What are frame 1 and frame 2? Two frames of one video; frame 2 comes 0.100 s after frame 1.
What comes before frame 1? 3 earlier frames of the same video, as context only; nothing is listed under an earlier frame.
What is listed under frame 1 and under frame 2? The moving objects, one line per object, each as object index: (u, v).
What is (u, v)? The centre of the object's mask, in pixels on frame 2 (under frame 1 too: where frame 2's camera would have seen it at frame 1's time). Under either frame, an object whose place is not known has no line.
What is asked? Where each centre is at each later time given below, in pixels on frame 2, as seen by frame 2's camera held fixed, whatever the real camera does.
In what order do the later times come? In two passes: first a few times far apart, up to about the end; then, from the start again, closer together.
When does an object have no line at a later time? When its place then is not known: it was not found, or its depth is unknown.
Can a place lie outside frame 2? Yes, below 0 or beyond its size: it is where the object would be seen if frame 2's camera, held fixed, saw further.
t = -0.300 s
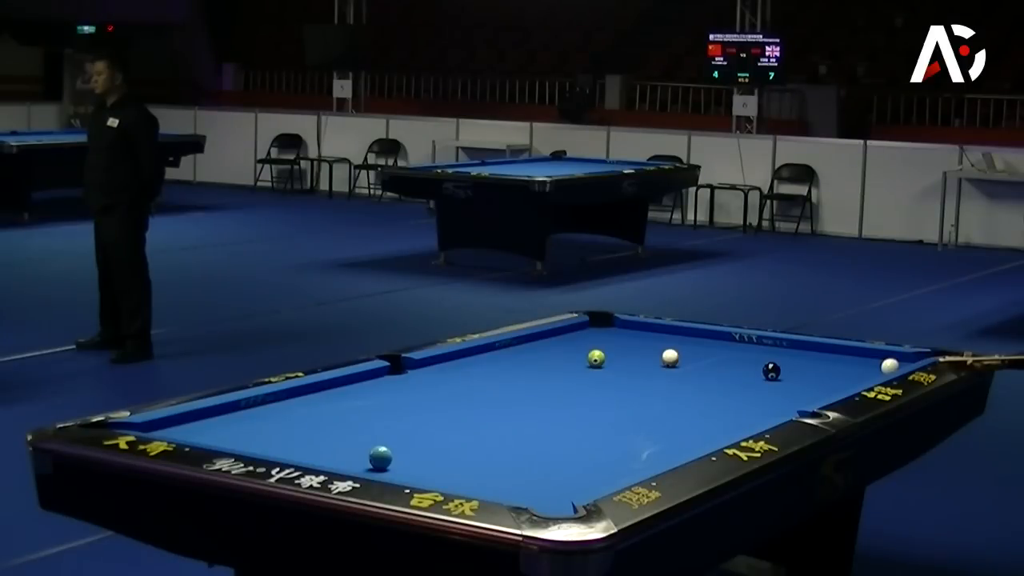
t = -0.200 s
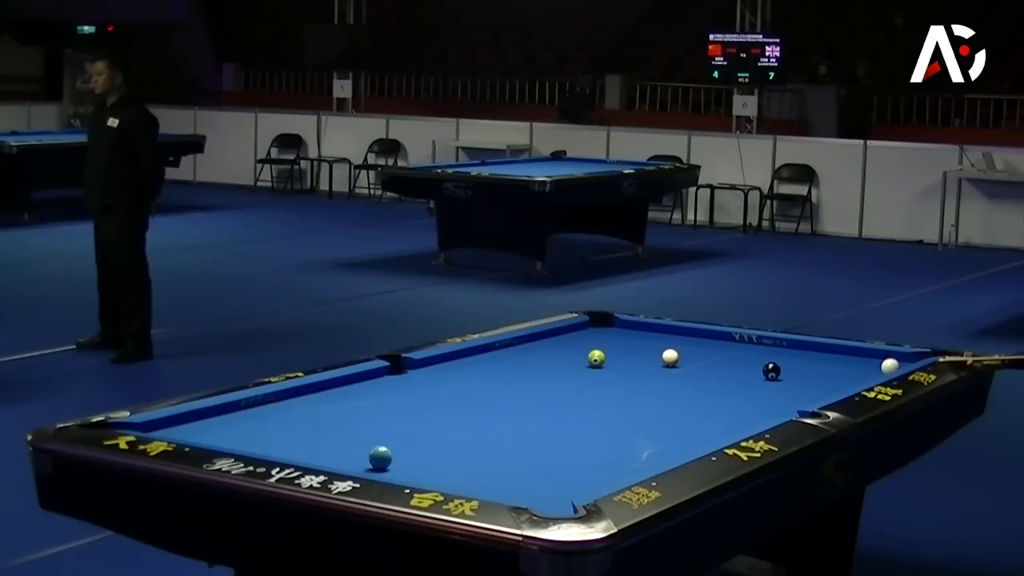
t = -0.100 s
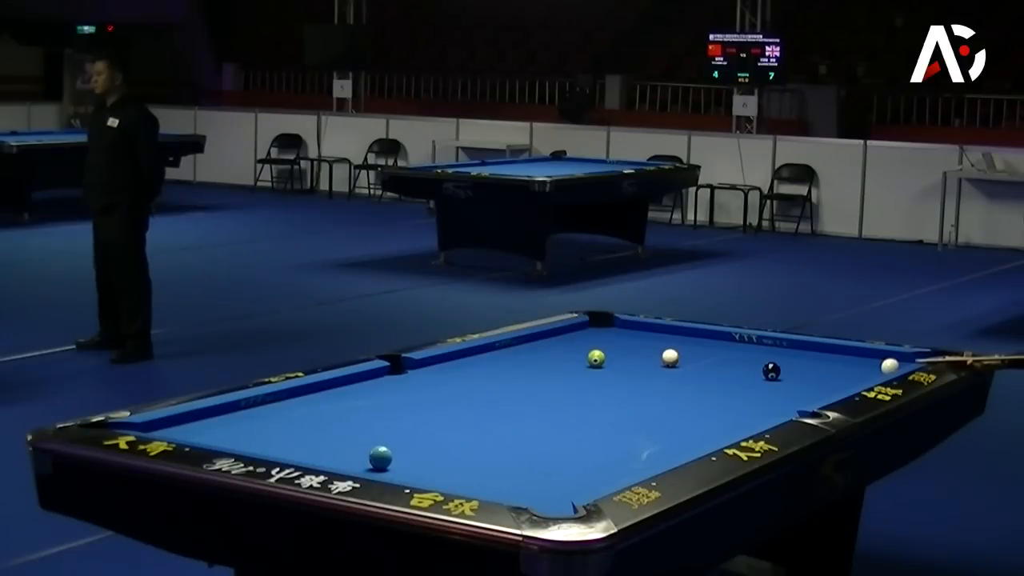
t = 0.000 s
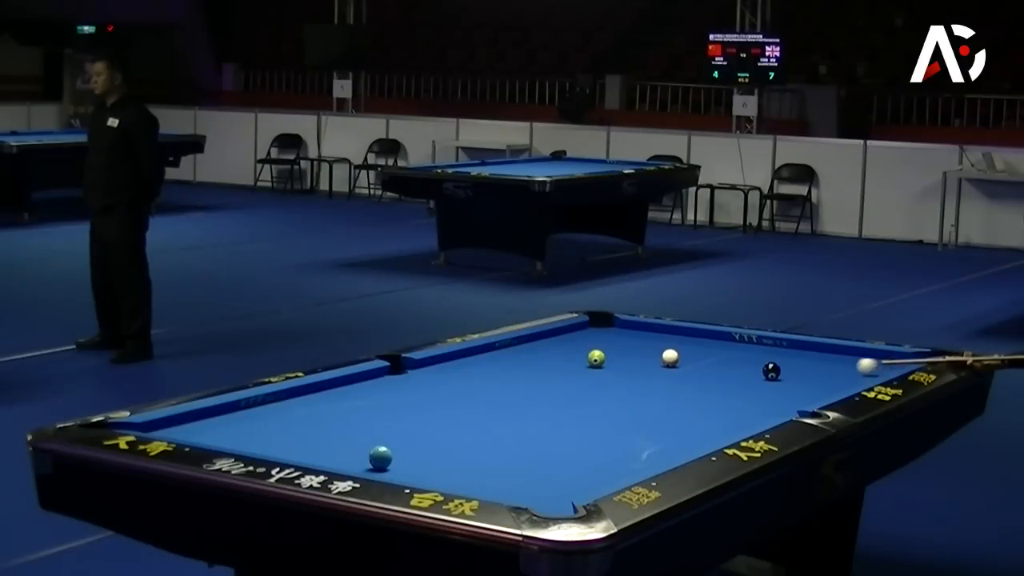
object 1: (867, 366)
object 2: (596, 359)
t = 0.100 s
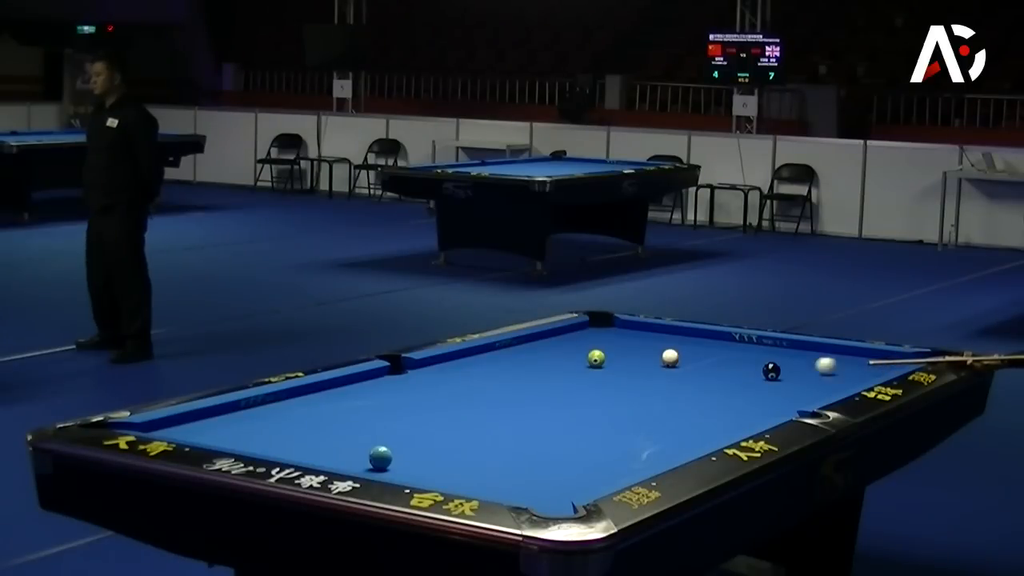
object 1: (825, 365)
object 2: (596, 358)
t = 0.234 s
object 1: (770, 360)
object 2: (596, 358)
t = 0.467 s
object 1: (677, 363)
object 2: (596, 358)
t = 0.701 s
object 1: (597, 363)
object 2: (581, 356)
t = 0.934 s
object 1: (545, 367)
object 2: (546, 349)
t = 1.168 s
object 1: (491, 371)
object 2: (514, 345)
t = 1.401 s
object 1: (436, 376)
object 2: (518, 345)
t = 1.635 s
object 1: (382, 380)
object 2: (538, 347)
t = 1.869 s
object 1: (327, 385)
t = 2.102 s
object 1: (311, 393)
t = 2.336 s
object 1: (296, 401)
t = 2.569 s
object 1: (280, 410)
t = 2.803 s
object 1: (264, 418)
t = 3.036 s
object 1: (247, 427)
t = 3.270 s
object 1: (231, 435)
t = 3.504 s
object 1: (215, 440)
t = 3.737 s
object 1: (226, 440)
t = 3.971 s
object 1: (249, 441)
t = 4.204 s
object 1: (269, 440)
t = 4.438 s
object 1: (288, 439)
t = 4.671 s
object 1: (305, 437)
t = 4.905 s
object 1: (320, 435)
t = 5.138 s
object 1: (333, 434)
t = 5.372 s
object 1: (345, 433)
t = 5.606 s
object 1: (356, 432)
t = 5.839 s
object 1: (364, 431)
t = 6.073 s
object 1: (371, 431)
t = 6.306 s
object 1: (376, 430)
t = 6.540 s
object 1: (380, 430)
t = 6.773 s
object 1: (382, 430)
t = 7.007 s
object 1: (382, 429)
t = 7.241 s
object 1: (382, 429)
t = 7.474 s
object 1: (382, 429)
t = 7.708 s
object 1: (382, 429)
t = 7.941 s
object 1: (382, 429)
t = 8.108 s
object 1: (381, 429)
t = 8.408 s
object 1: (383, 428)
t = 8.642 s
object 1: (383, 429)
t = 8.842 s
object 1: (383, 429)
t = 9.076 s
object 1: (382, 429)
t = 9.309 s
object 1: (382, 429)
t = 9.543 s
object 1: (382, 429)
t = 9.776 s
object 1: (382, 429)
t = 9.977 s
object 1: (382, 429)
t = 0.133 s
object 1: (812, 365)
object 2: (596, 358)
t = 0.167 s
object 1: (798, 365)
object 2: (596, 358)
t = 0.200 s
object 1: (786, 364)
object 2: (596, 358)
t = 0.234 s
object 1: (770, 360)
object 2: (596, 358)
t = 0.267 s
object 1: (756, 363)
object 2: (596, 358)
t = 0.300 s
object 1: (744, 364)
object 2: (596, 358)
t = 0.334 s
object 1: (730, 364)
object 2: (596, 358)
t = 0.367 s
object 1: (716, 363)
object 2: (596, 358)
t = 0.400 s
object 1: (703, 363)
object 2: (596, 358)
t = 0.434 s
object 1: (690, 363)
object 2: (596, 358)
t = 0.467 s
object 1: (677, 363)
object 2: (596, 358)
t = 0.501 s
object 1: (662, 363)
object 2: (596, 358)
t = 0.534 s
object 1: (650, 362)
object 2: (596, 358)
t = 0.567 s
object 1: (636, 361)
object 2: (596, 358)
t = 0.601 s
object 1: (623, 361)
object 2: (596, 358)
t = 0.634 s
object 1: (610, 361)
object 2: (594, 358)
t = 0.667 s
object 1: (604, 362)
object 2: (588, 357)
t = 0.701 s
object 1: (597, 363)
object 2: (581, 356)
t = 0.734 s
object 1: (590, 364)
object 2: (575, 355)
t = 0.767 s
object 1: (583, 364)
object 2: (570, 354)
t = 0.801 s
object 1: (575, 365)
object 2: (565, 353)
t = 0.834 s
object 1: (568, 365)
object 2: (560, 351)
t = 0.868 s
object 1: (560, 366)
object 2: (555, 351)
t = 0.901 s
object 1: (552, 367)
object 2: (551, 350)
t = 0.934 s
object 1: (545, 367)
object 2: (546, 349)
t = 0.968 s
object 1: (537, 368)
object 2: (542, 349)
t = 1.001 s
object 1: (530, 368)
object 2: (537, 349)
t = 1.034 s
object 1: (522, 369)
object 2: (532, 348)
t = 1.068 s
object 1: (514, 370)
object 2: (527, 347)
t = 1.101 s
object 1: (506, 370)
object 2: (523, 347)
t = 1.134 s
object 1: (498, 371)
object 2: (519, 346)
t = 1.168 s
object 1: (491, 371)
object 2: (514, 345)
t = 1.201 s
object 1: (483, 372)
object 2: (510, 344)
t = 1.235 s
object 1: (475, 373)
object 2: (505, 344)
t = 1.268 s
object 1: (467, 374)
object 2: (505, 344)
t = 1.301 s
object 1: (460, 374)
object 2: (509, 344)
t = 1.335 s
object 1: (452, 375)
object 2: (512, 344)
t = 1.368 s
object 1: (444, 375)
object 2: (515, 344)
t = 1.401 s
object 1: (436, 376)
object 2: (518, 345)
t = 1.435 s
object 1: (429, 376)
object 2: (521, 345)
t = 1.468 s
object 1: (421, 377)
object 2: (523, 346)
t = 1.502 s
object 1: (413, 378)
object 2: (526, 346)
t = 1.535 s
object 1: (405, 379)
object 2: (529, 346)
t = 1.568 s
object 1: (397, 379)
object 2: (532, 346)
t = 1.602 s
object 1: (389, 379)
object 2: (535, 347)
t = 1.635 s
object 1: (382, 380)
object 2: (538, 347)
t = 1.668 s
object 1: (374, 381)
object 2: (541, 347)
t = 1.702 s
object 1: (366, 381)
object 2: (544, 348)
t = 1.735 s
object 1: (358, 382)
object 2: (546, 348)
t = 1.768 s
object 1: (350, 382)
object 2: (549, 348)
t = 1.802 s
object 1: (342, 383)
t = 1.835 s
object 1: (334, 384)
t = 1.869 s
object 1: (327, 385)
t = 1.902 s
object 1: (325, 386)
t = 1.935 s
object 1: (323, 387)
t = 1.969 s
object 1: (320, 388)
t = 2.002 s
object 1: (318, 389)
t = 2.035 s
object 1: (316, 391)
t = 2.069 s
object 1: (314, 392)
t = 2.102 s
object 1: (311, 393)
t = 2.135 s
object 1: (309, 394)
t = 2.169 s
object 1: (307, 395)
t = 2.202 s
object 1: (305, 396)
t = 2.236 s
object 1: (302, 398)
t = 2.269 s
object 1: (300, 399)
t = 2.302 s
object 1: (298, 400)
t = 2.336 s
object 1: (296, 401)
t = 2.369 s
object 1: (294, 403)
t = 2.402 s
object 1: (291, 404)
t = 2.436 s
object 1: (289, 405)
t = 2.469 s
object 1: (287, 406)
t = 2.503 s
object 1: (284, 407)
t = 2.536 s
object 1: (282, 408)
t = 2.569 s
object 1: (280, 410)
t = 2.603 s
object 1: (278, 411)
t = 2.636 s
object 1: (275, 412)
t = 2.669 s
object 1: (273, 413)
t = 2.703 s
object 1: (271, 414)
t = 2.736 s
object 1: (268, 416)
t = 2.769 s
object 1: (266, 417)
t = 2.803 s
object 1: (264, 418)
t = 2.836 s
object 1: (261, 419)
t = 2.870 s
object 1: (259, 421)
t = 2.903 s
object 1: (257, 422)
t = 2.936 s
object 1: (255, 423)
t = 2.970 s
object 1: (252, 424)
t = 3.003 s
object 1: (250, 425)
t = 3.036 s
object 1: (247, 427)
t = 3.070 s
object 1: (245, 428)
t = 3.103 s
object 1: (243, 429)
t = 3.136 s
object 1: (240, 430)
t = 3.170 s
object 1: (238, 431)
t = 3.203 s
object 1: (236, 433)
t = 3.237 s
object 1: (234, 434)
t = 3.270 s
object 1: (231, 435)
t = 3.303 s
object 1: (229, 436)
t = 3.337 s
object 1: (227, 437)
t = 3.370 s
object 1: (224, 437)
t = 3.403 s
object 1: (222, 438)
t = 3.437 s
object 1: (220, 439)
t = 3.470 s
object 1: (217, 439)
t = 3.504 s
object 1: (215, 440)
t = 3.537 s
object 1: (213, 440)
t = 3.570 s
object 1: (211, 441)
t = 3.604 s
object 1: (213, 441)
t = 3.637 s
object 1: (217, 441)
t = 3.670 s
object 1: (220, 441)
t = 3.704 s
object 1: (223, 441)
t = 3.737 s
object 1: (226, 440)
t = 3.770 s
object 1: (230, 440)
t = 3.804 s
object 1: (233, 440)
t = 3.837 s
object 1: (237, 440)
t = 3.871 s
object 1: (240, 440)
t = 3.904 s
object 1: (243, 440)
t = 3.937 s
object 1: (246, 441)
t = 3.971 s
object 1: (249, 441)
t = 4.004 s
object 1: (252, 441)
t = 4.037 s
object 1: (255, 441)
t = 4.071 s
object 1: (257, 441)
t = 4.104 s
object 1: (260, 441)
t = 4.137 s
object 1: (263, 441)
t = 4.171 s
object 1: (266, 441)
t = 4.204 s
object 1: (269, 440)
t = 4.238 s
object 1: (272, 440)
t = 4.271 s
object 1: (275, 440)
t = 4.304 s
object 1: (277, 439)
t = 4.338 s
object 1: (280, 439)
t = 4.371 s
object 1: (282, 439)
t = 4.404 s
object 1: (285, 439)
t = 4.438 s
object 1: (288, 439)
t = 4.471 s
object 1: (290, 438)
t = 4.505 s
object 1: (293, 438)
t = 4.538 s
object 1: (295, 438)
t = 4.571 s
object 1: (298, 437)
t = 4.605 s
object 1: (300, 437)
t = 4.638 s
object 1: (302, 437)
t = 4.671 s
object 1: (305, 437)
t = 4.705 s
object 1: (307, 437)
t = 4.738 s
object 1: (309, 436)
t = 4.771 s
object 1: (311, 436)
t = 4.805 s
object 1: (314, 436)
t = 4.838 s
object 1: (316, 436)
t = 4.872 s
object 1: (318, 435)
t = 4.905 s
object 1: (320, 435)
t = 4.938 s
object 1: (322, 435)
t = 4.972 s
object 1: (324, 435)
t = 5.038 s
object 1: (328, 435)
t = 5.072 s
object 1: (330, 435)
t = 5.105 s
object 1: (331, 434)
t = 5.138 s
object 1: (333, 434)
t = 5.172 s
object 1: (335, 434)
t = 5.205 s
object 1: (337, 434)
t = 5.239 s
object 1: (338, 434)
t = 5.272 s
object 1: (340, 434)
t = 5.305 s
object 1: (342, 434)
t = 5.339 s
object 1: (344, 433)
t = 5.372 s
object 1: (345, 433)
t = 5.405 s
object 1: (347, 433)
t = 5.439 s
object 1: (349, 433)
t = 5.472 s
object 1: (350, 433)
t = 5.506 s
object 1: (351, 433)
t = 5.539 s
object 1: (353, 432)
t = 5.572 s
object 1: (354, 432)
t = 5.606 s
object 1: (356, 432)
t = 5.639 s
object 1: (357, 432)
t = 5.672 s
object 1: (359, 432)
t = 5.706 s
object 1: (360, 432)
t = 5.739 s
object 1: (361, 432)
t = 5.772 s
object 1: (362, 432)
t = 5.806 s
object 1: (363, 432)
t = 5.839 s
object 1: (364, 431)
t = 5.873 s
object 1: (365, 431)
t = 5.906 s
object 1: (366, 431)
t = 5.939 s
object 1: (368, 431)
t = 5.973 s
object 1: (369, 431)
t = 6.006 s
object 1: (369, 431)
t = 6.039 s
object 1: (370, 431)
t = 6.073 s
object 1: (371, 431)
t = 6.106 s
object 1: (372, 431)
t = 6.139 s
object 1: (372, 430)
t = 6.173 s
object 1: (373, 430)
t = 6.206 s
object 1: (374, 430)
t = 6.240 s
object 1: (374, 430)
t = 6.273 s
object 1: (375, 430)
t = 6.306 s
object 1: (376, 430)
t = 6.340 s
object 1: (377, 430)
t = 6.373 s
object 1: (377, 430)
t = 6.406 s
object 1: (378, 430)
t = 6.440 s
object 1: (378, 430)
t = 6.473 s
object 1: (379, 430)
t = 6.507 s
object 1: (380, 430)
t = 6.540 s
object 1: (380, 430)
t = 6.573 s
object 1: (380, 430)
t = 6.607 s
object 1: (381, 430)
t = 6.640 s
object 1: (381, 430)
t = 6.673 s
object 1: (381, 430)
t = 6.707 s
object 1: (382, 430)
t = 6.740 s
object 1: (382, 430)
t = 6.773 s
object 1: (382, 430)
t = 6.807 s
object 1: (382, 430)
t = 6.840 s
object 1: (382, 430)
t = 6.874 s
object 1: (382, 429)
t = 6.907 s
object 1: (382, 429)
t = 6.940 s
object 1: (382, 429)
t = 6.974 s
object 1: (382, 429)
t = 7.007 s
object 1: (382, 429)
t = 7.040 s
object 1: (382, 429)
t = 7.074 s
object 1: (382, 429)
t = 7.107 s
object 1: (382, 429)
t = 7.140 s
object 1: (382, 429)
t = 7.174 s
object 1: (382, 429)
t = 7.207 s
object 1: (382, 429)
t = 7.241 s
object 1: (382, 429)
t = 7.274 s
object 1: (382, 429)
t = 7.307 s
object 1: (382, 429)
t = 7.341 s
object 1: (382, 429)
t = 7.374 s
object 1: (382, 429)
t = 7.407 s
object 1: (382, 429)
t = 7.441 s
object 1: (382, 429)
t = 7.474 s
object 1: (382, 429)
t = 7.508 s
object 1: (382, 429)
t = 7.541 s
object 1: (382, 429)
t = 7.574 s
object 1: (382, 429)
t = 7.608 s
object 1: (382, 429)
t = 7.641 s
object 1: (382, 429)
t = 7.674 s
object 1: (382, 429)
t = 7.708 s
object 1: (382, 429)
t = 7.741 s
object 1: (382, 429)
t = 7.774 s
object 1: (382, 429)
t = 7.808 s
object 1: (382, 429)
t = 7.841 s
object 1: (382, 429)
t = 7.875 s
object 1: (382, 429)
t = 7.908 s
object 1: (382, 429)
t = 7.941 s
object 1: (382, 429)
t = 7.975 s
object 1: (382, 429)
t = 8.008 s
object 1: (383, 429)
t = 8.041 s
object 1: (382, 429)
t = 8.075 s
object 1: (383, 429)
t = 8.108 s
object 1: (381, 429)
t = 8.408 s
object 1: (383, 428)
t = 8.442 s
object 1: (383, 429)
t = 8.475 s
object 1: (383, 429)
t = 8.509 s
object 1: (383, 429)
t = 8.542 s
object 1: (383, 429)
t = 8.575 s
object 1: (383, 429)
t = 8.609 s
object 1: (383, 429)
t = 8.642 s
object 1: (383, 429)
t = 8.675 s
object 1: (383, 429)
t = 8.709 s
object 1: (383, 429)
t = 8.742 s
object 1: (383, 429)
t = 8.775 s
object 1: (383, 429)
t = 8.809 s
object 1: (383, 429)
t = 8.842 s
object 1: (383, 429)
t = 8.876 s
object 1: (383, 429)
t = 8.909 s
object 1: (383, 429)
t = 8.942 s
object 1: (382, 429)
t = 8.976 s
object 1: (382, 429)
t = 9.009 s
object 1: (382, 429)
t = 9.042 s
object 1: (382, 429)
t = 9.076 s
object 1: (382, 429)
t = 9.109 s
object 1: (382, 429)
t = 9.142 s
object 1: (382, 429)
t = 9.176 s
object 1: (382, 429)
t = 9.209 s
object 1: (382, 429)
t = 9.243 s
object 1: (382, 429)
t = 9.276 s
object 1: (382, 429)
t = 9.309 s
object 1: (382, 429)
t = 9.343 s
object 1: (382, 429)
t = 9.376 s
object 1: (382, 429)
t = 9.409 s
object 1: (382, 429)
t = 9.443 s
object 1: (382, 429)
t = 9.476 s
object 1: (383, 429)
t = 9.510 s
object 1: (382, 429)
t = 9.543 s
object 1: (382, 429)
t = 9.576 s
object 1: (382, 429)
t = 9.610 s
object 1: (382, 429)
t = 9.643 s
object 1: (383, 429)
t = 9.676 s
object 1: (382, 429)
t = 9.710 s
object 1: (382, 429)
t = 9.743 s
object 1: (382, 429)
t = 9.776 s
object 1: (382, 429)
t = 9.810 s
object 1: (382, 429)
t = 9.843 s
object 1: (382, 429)
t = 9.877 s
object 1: (383, 429)
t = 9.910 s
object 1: (383, 429)
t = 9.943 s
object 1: (382, 429)
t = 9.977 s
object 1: (382, 429)
